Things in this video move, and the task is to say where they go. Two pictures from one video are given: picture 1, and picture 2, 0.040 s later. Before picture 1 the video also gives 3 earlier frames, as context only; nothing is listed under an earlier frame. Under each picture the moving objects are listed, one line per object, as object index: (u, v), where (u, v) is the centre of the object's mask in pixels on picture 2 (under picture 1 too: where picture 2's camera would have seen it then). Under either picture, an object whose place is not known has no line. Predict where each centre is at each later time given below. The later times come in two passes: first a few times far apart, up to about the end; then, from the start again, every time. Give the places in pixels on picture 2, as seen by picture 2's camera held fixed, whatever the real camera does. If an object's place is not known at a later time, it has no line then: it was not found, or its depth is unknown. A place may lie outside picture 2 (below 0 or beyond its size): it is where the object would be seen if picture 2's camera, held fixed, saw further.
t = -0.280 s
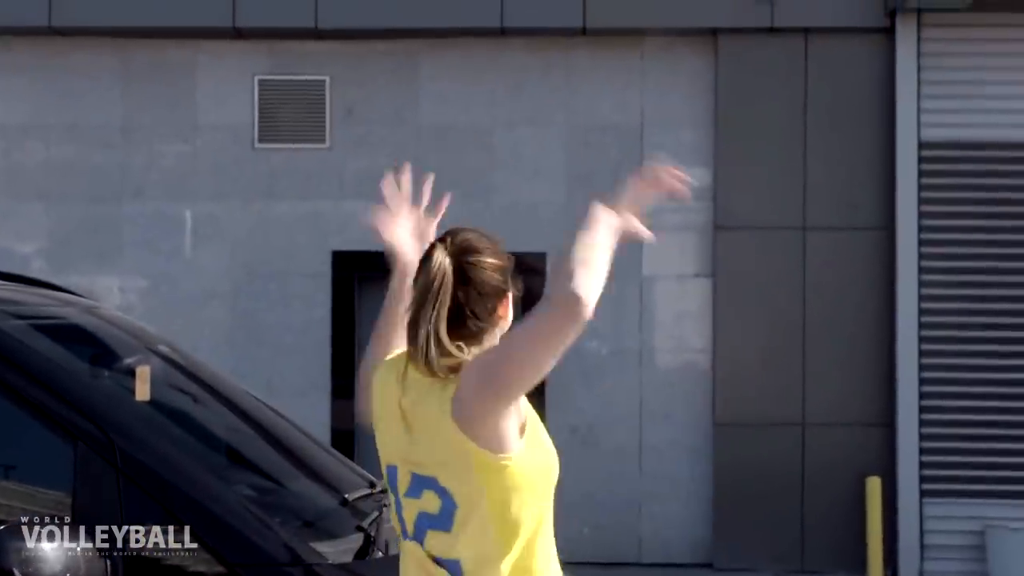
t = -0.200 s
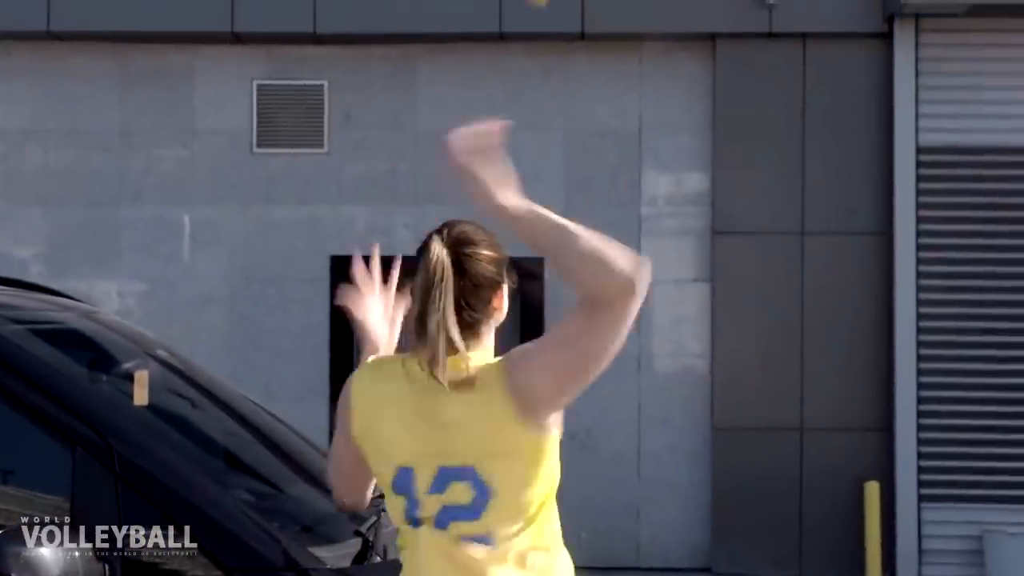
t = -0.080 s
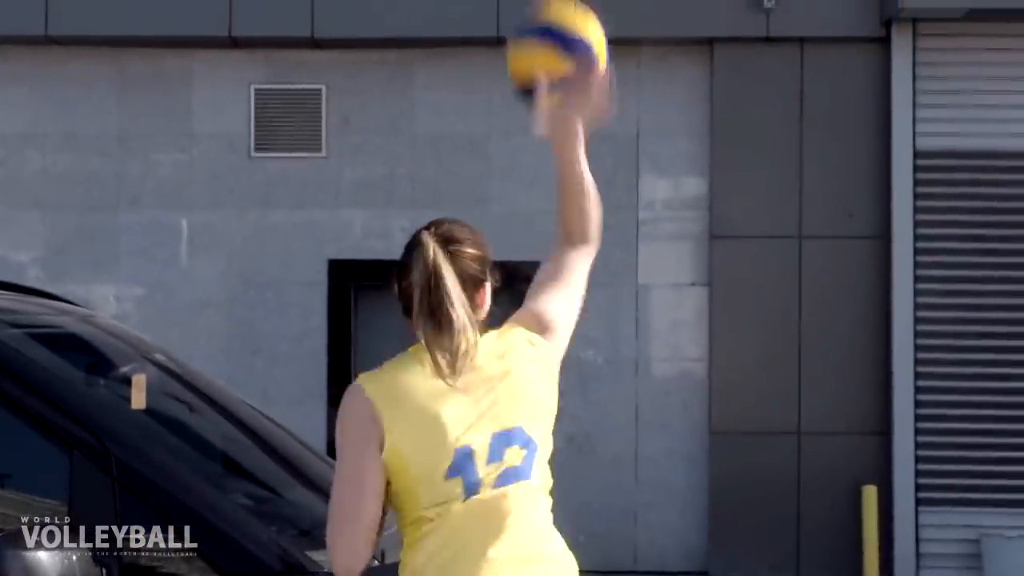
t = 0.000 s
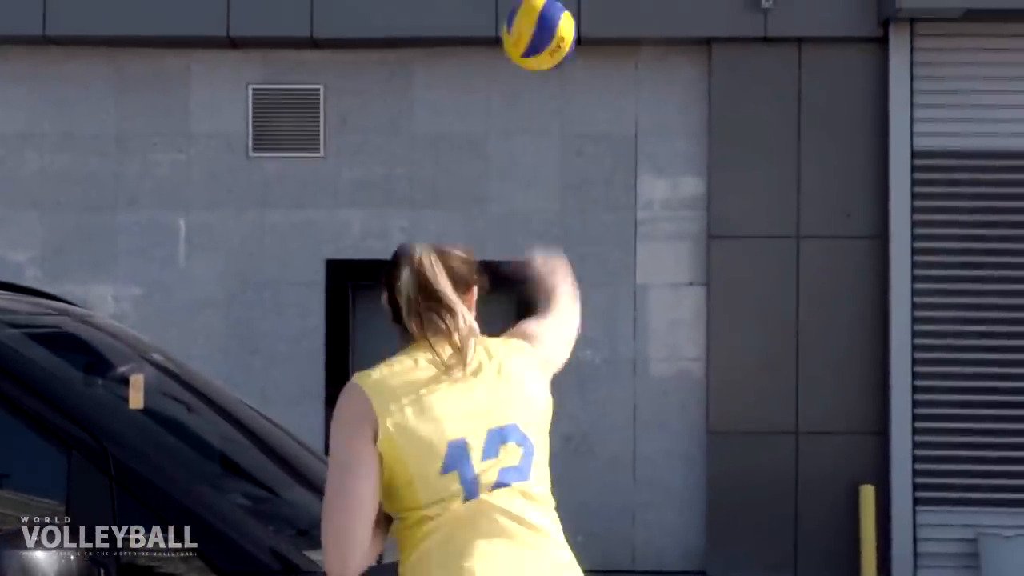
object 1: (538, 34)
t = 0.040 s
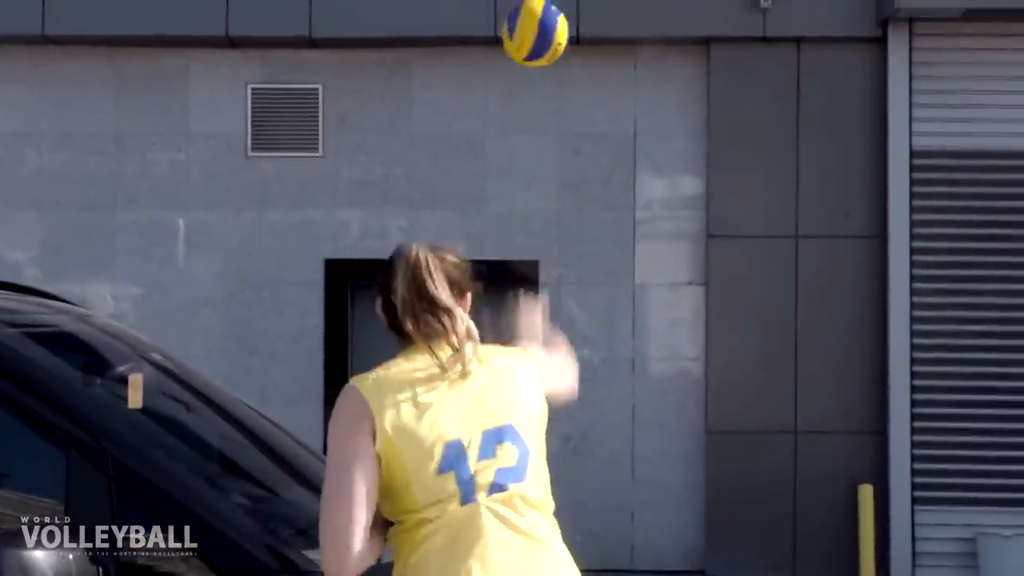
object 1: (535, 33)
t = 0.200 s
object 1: (527, 70)
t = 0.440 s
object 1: (534, 194)
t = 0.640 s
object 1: (535, 302)
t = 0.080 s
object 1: (532, 36)
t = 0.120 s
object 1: (530, 45)
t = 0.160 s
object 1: (528, 56)
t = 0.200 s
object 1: (527, 70)
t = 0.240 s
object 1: (526, 86)
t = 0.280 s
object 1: (529, 105)
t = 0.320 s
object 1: (530, 125)
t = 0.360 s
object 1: (530, 149)
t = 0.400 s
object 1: (533, 172)
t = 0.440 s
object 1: (534, 194)
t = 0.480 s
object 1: (535, 216)
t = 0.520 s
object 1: (535, 238)
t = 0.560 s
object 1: (534, 260)
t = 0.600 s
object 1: (534, 281)
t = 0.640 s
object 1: (535, 302)
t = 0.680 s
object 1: (533, 321)
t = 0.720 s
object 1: (532, 340)
